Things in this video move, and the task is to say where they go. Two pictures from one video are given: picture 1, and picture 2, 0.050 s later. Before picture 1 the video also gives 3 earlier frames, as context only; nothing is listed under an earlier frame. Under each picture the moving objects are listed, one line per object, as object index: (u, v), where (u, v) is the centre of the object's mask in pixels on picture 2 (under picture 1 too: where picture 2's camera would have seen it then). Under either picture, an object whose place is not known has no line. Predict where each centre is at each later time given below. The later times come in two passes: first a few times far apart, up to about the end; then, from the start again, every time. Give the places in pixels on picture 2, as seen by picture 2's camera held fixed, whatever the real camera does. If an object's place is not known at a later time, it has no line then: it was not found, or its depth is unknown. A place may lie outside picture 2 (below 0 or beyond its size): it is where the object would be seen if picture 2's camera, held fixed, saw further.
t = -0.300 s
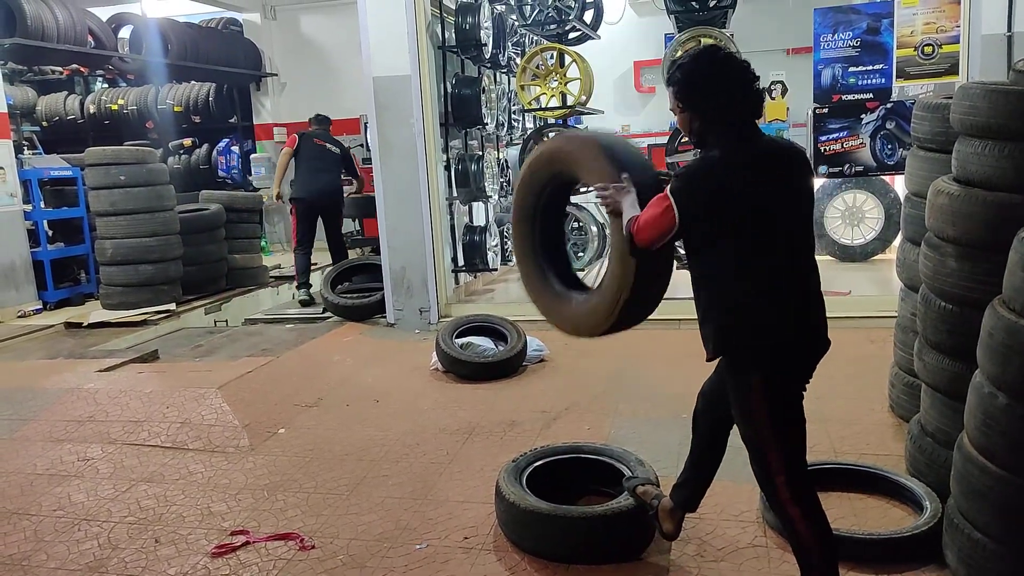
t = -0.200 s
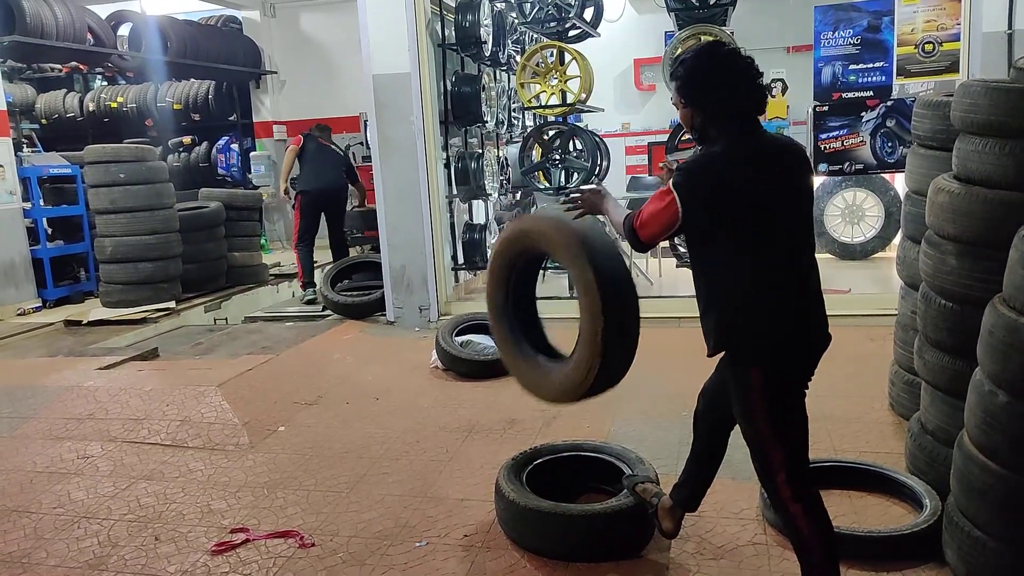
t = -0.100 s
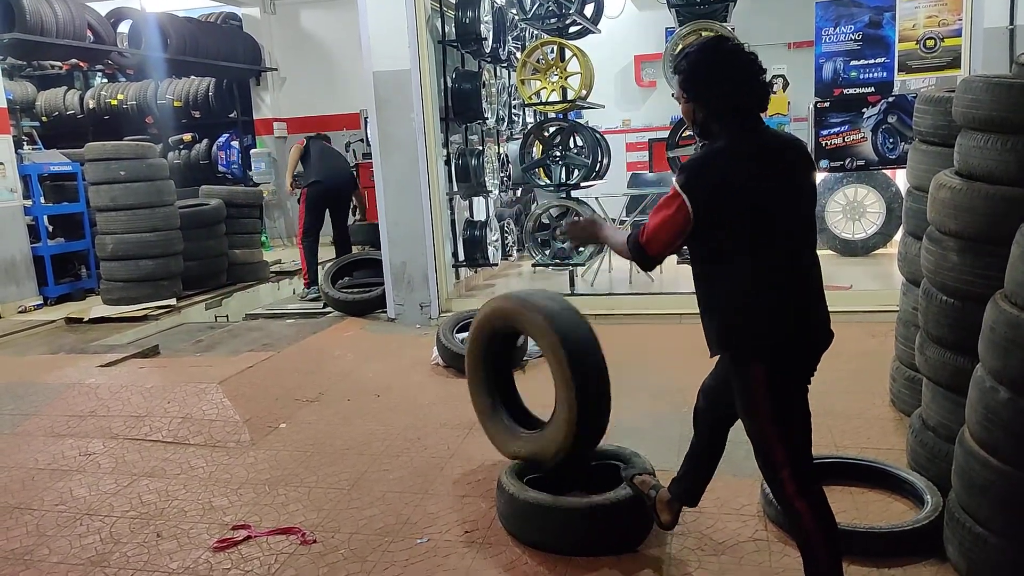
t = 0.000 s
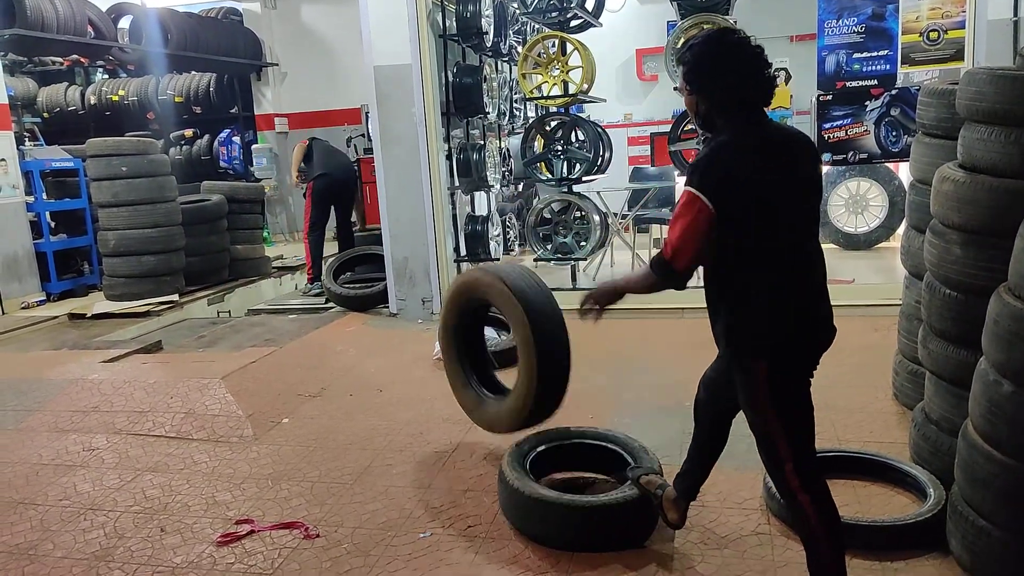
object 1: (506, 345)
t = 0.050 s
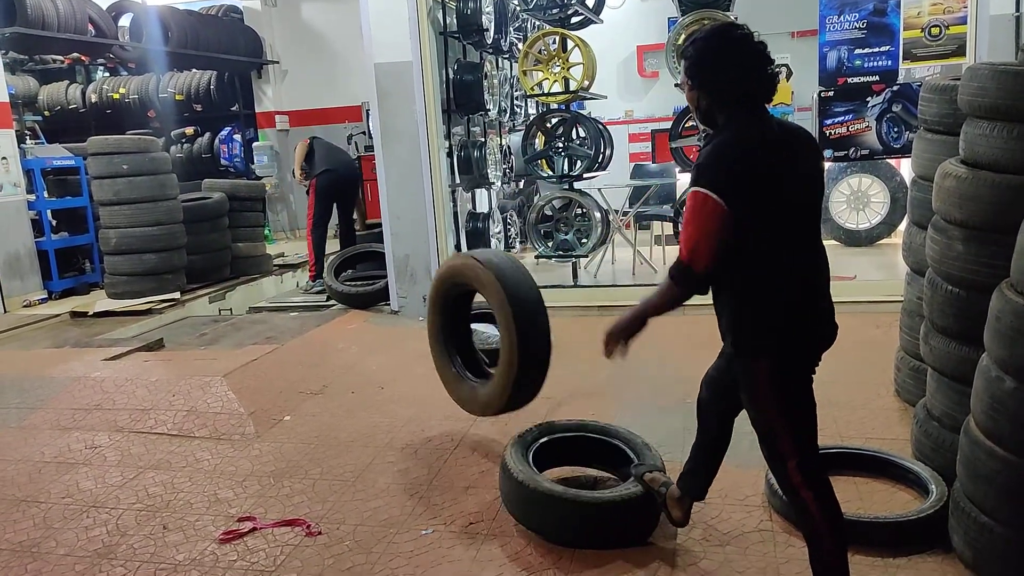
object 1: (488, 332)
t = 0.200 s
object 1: (443, 332)
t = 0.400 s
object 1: (394, 317)
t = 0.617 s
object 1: (350, 311)
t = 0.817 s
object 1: (319, 292)
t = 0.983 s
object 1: (302, 280)
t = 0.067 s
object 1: (483, 330)
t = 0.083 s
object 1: (477, 328)
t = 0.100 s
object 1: (472, 326)
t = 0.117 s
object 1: (467, 326)
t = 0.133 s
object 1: (462, 326)
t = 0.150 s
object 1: (457, 326)
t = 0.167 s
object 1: (453, 327)
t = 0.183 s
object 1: (448, 329)
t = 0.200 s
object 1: (443, 332)
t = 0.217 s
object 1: (439, 334)
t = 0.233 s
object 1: (435, 338)
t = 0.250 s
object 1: (431, 342)
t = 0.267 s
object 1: (427, 344)
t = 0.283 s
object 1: (423, 344)
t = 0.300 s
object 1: (419, 340)
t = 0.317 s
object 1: (414, 334)
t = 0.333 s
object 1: (410, 330)
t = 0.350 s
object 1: (406, 326)
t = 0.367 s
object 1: (402, 322)
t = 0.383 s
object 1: (398, 319)
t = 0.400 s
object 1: (394, 317)
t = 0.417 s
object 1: (390, 316)
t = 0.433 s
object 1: (387, 314)
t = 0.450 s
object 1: (383, 314)
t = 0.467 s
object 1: (380, 314)
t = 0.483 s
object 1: (376, 315)
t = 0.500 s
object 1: (373, 316)
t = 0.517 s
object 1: (370, 318)
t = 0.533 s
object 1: (367, 321)
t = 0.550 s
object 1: (364, 321)
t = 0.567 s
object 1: (360, 320)
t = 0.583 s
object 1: (357, 317)
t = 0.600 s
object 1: (354, 314)
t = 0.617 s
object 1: (350, 311)
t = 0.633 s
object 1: (347, 309)
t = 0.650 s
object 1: (344, 307)
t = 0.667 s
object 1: (341, 307)
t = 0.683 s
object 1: (338, 306)
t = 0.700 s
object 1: (335, 306)
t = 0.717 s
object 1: (333, 306)
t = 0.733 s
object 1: (330, 305)
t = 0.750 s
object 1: (328, 302)
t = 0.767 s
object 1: (325, 299)
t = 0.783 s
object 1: (323, 296)
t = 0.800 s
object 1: (321, 294)
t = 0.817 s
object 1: (319, 292)
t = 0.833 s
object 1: (317, 291)
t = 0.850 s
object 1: (315, 290)
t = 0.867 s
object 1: (313, 290)
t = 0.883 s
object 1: (311, 289)
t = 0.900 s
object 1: (309, 288)
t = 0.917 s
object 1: (308, 286)
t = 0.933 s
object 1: (306, 284)
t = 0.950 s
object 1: (305, 282)
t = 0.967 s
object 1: (303, 281)
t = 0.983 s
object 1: (302, 280)
